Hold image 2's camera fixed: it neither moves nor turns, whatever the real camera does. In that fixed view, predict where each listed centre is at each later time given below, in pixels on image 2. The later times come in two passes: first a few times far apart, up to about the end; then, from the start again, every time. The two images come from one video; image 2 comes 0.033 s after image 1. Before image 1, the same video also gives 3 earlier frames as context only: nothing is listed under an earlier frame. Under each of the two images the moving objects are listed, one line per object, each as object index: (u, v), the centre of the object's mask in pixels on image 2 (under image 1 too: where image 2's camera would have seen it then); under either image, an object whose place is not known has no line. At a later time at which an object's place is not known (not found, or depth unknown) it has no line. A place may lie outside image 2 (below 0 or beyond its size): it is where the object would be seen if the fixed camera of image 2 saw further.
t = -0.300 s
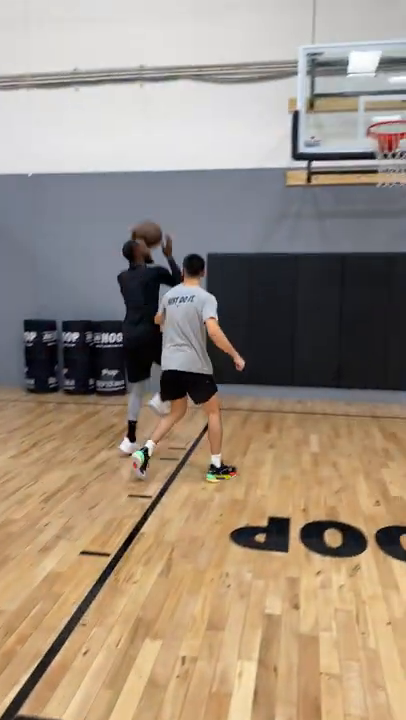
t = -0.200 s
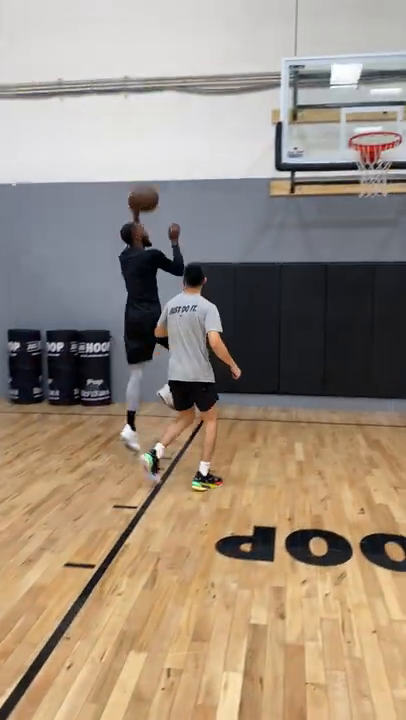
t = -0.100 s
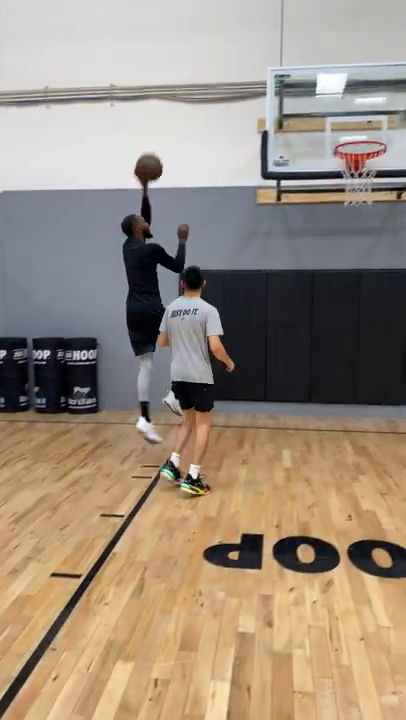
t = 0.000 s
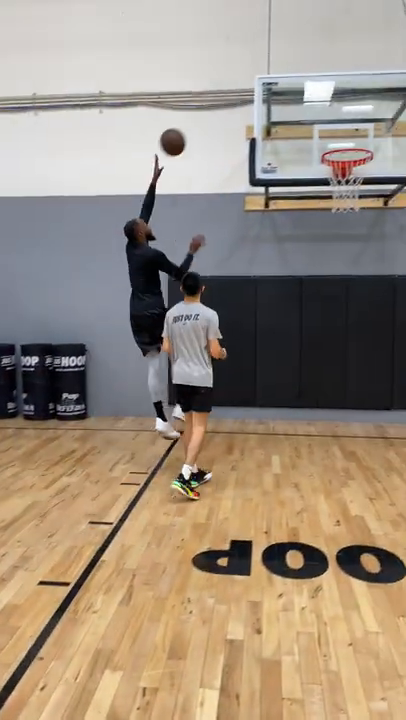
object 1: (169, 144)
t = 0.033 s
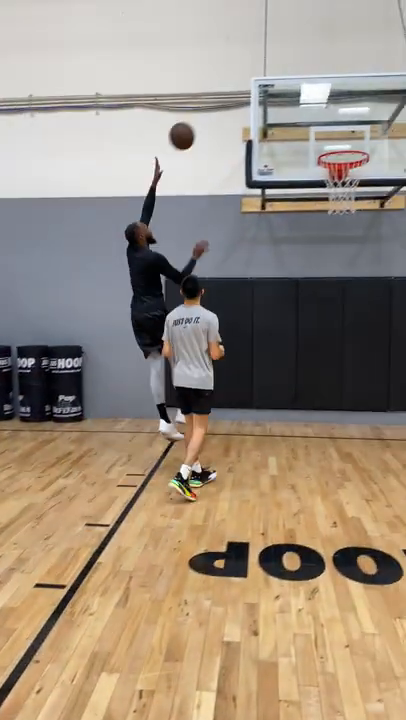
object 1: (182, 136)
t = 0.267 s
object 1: (263, 117)
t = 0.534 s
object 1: (331, 146)
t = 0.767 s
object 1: (361, 187)
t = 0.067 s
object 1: (194, 129)
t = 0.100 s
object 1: (206, 124)
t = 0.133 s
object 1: (218, 120)
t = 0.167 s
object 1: (229, 118)
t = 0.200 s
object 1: (240, 116)
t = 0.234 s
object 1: (251, 116)
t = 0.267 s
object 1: (263, 117)
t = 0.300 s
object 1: (273, 119)
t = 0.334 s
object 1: (283, 122)
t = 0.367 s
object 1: (293, 126)
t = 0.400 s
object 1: (303, 131)
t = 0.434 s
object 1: (312, 137)
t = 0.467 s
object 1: (318, 139)
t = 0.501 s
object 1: (324, 141)
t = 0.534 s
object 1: (331, 146)
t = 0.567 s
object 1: (337, 152)
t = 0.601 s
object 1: (344, 158)
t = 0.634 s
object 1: (351, 165)
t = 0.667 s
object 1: (356, 174)
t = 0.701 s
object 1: (359, 180)
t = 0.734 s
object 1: (361, 184)
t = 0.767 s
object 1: (361, 187)
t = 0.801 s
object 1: (361, 191)
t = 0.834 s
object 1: (361, 197)
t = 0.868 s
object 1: (362, 204)
